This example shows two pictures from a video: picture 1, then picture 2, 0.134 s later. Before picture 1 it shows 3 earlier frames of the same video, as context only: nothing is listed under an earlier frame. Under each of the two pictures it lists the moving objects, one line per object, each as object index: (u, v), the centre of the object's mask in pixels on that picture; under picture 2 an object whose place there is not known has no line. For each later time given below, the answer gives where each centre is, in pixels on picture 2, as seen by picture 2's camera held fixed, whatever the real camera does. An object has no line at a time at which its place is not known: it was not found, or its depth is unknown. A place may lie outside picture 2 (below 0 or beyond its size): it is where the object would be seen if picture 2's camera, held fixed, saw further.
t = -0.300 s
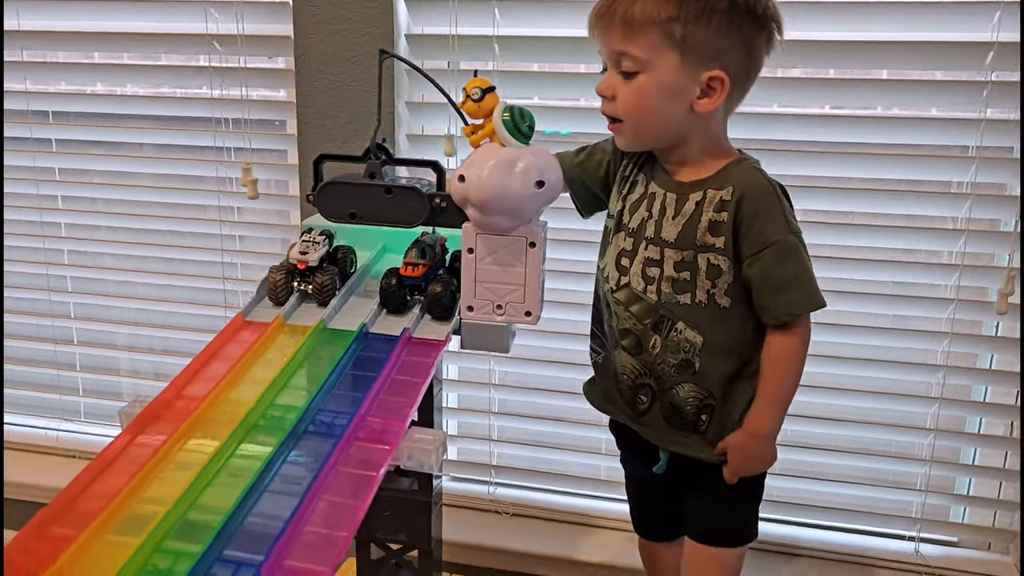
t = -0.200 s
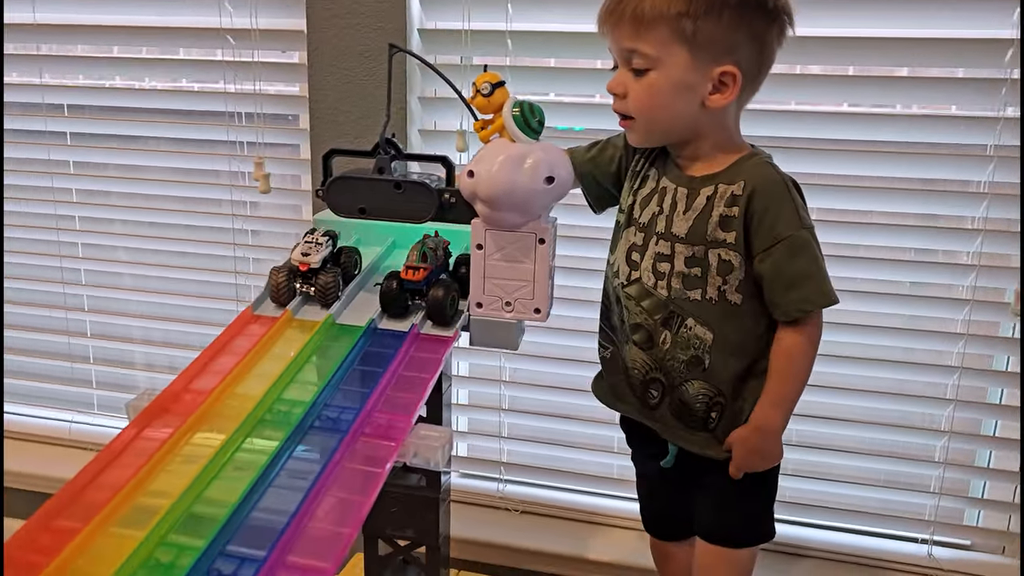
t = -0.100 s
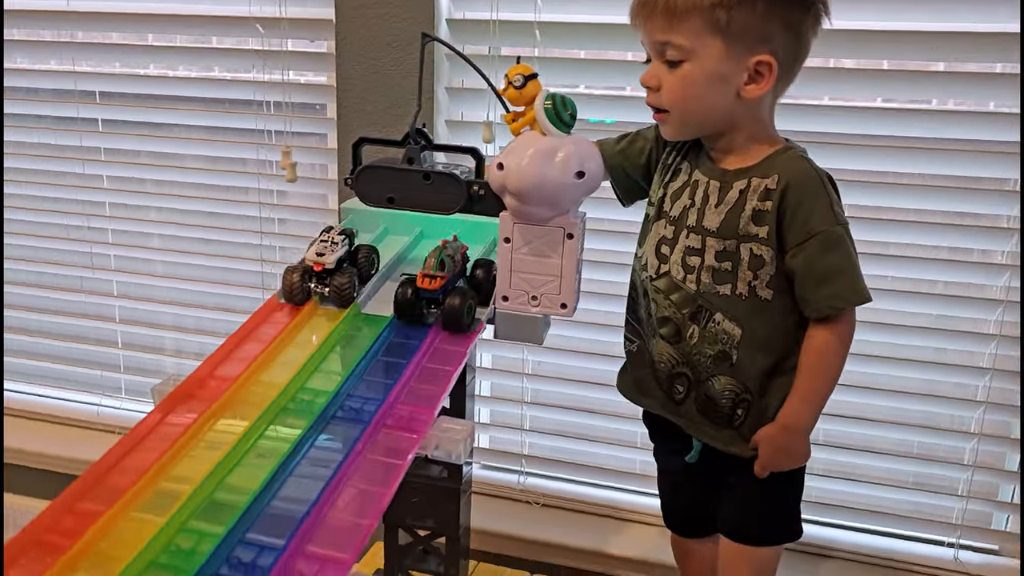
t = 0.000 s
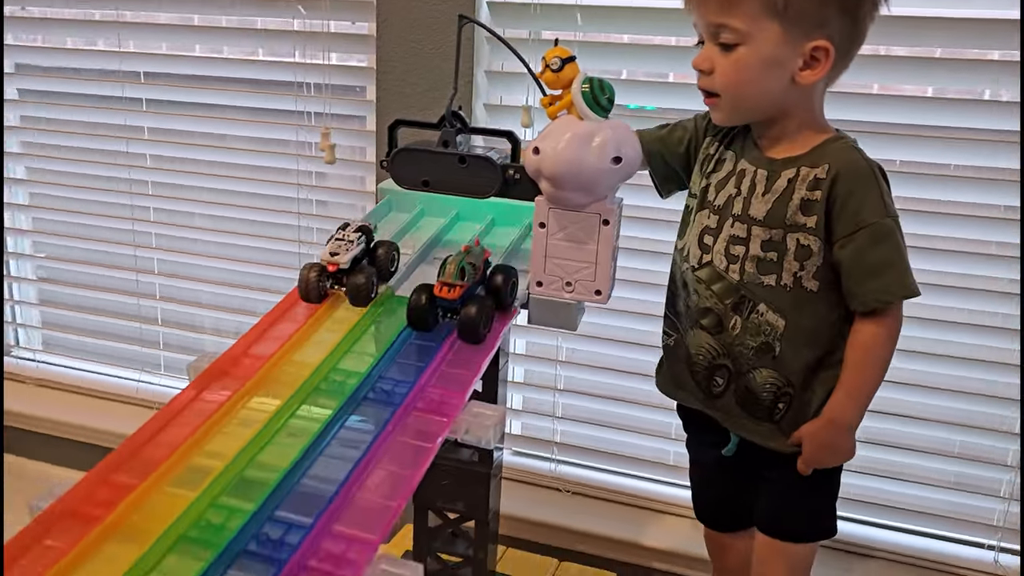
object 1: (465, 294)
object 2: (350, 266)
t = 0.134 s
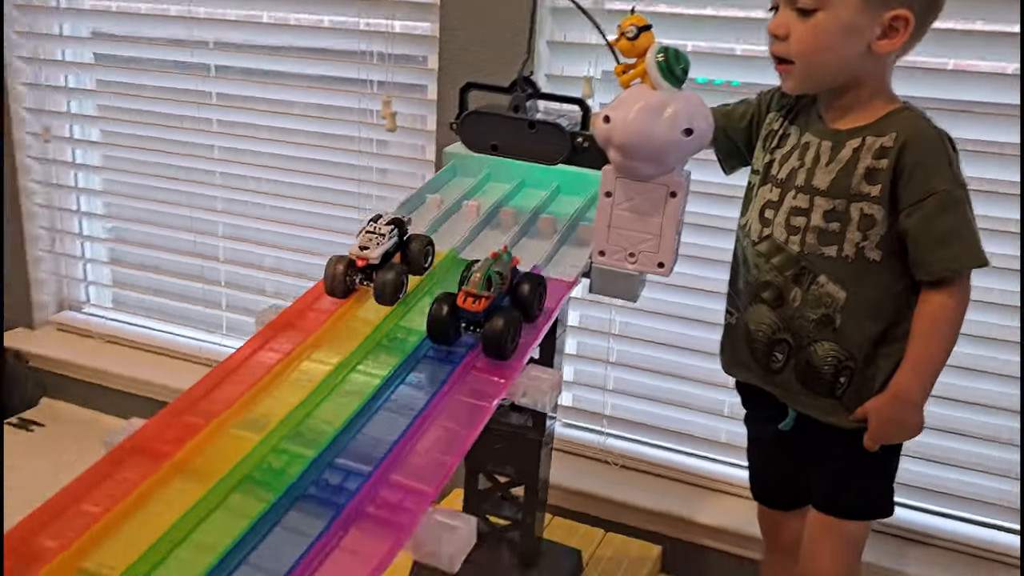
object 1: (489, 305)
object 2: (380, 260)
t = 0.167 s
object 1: (478, 319)
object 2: (369, 270)
